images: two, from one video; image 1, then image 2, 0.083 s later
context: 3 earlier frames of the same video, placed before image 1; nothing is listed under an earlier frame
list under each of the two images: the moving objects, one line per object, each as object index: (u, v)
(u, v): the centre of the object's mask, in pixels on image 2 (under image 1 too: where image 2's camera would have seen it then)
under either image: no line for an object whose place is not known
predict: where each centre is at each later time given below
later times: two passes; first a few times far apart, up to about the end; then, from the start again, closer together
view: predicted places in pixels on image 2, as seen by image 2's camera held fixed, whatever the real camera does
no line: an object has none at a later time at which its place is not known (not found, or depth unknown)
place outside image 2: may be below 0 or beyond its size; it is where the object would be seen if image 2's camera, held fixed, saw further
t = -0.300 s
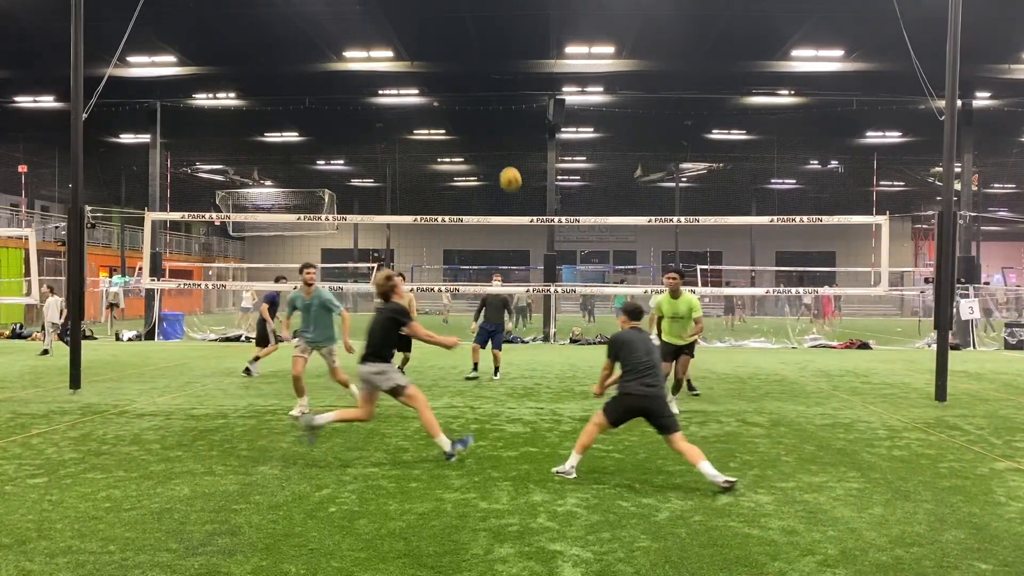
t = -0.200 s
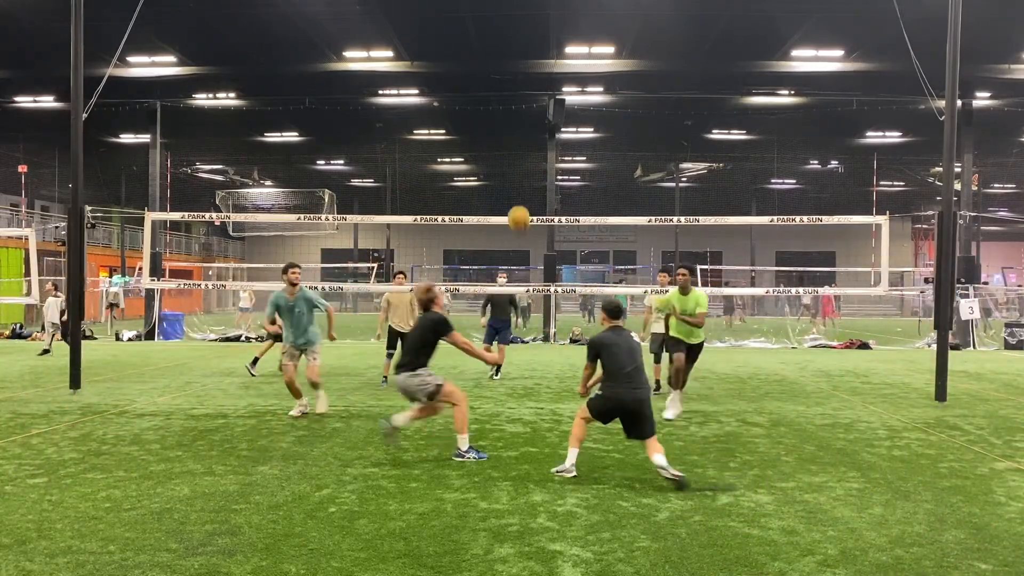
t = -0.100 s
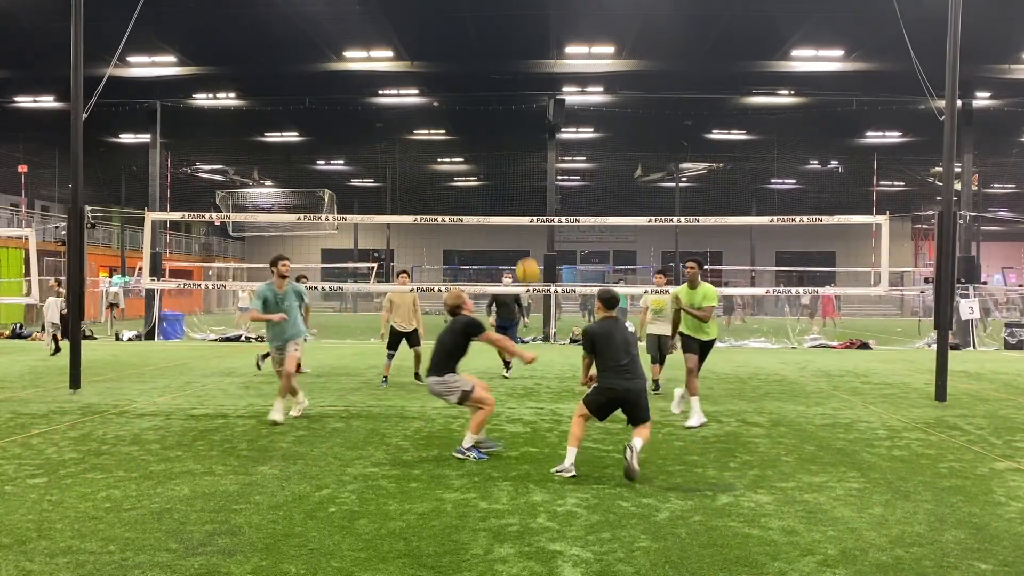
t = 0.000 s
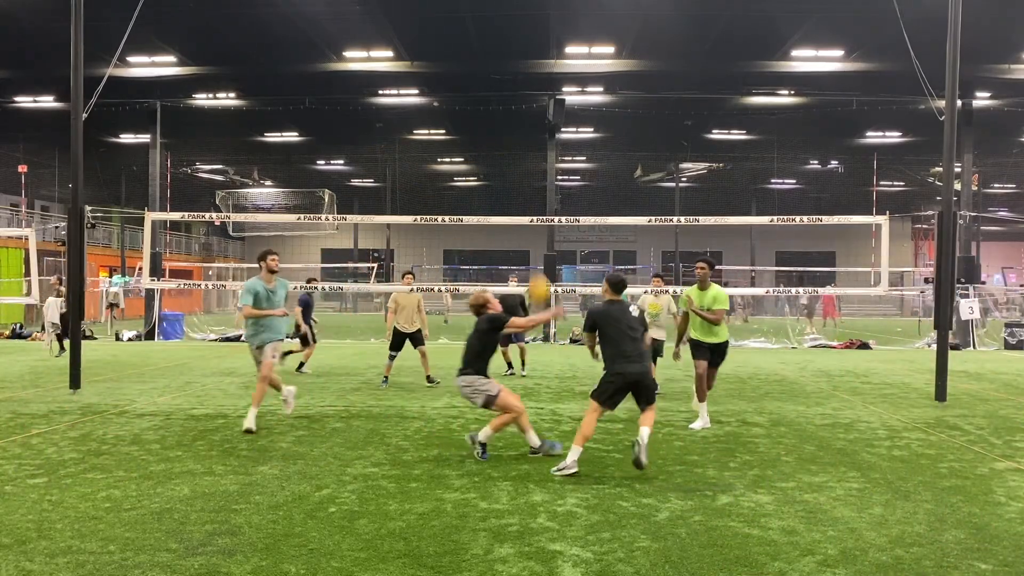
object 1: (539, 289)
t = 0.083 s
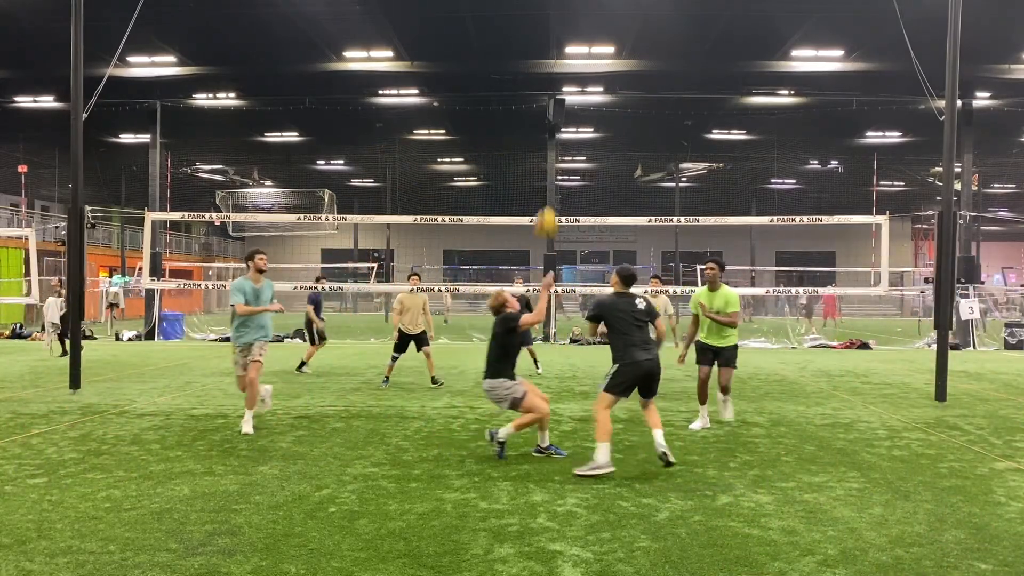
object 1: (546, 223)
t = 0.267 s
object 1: (561, 111)
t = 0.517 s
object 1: (580, 25)
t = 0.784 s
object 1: (596, 11)
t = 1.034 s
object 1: (608, 56)
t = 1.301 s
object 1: (619, 155)
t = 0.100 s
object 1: (548, 207)
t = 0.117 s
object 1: (549, 199)
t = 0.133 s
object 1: (550, 188)
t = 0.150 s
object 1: (551, 175)
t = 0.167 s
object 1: (552, 165)
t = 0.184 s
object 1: (554, 154)
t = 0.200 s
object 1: (556, 144)
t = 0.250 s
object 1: (560, 117)
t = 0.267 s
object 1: (561, 111)
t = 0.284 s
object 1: (562, 101)
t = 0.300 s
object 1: (564, 93)
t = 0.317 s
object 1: (566, 85)
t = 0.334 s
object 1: (568, 78)
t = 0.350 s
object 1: (568, 75)
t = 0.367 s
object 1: (570, 67)
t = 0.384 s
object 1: (570, 61)
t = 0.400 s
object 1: (571, 54)
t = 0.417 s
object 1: (573, 48)
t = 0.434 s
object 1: (574, 43)
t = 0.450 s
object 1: (576, 39)
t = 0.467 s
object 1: (577, 34)
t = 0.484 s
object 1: (578, 31)
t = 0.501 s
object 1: (579, 29)
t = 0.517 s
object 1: (580, 25)
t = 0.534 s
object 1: (581, 22)
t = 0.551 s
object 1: (582, 19)
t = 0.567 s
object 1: (583, 17)
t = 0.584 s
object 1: (584, 15)
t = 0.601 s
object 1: (585, 13)
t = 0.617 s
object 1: (586, 12)
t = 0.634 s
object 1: (587, 11)
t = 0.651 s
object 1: (588, 10)
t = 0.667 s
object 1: (589, 10)
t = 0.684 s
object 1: (590, 9)
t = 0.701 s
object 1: (591, 9)
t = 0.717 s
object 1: (592, 9)
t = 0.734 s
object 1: (593, 10)
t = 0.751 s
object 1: (594, 10)
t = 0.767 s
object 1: (595, 11)
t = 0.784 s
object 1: (596, 11)
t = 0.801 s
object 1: (597, 13)
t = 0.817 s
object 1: (597, 14)
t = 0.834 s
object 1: (598, 16)
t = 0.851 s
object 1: (599, 18)
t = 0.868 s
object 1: (600, 20)
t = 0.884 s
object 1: (601, 23)
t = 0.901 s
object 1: (601, 26)
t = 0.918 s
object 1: (602, 30)
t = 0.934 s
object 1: (603, 32)
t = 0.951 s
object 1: (604, 34)
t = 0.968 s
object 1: (605, 37)
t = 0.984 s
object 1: (606, 42)
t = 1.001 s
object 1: (607, 46)
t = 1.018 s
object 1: (607, 51)
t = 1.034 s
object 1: (608, 56)
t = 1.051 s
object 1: (608, 60)
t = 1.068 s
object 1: (609, 65)
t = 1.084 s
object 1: (610, 71)
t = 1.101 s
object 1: (610, 76)
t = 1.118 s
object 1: (611, 82)
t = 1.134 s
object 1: (612, 87)
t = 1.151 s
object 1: (613, 93)
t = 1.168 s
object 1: (614, 100)
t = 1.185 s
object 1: (613, 107)
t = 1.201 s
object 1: (614, 113)
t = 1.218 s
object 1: (615, 120)
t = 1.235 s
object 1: (616, 126)
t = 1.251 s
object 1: (617, 134)
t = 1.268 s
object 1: (617, 141)
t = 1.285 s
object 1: (618, 148)
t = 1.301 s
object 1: (619, 155)
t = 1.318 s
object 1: (619, 163)
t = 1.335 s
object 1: (620, 171)
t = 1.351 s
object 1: (621, 178)
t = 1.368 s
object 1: (622, 187)
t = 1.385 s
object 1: (622, 194)
